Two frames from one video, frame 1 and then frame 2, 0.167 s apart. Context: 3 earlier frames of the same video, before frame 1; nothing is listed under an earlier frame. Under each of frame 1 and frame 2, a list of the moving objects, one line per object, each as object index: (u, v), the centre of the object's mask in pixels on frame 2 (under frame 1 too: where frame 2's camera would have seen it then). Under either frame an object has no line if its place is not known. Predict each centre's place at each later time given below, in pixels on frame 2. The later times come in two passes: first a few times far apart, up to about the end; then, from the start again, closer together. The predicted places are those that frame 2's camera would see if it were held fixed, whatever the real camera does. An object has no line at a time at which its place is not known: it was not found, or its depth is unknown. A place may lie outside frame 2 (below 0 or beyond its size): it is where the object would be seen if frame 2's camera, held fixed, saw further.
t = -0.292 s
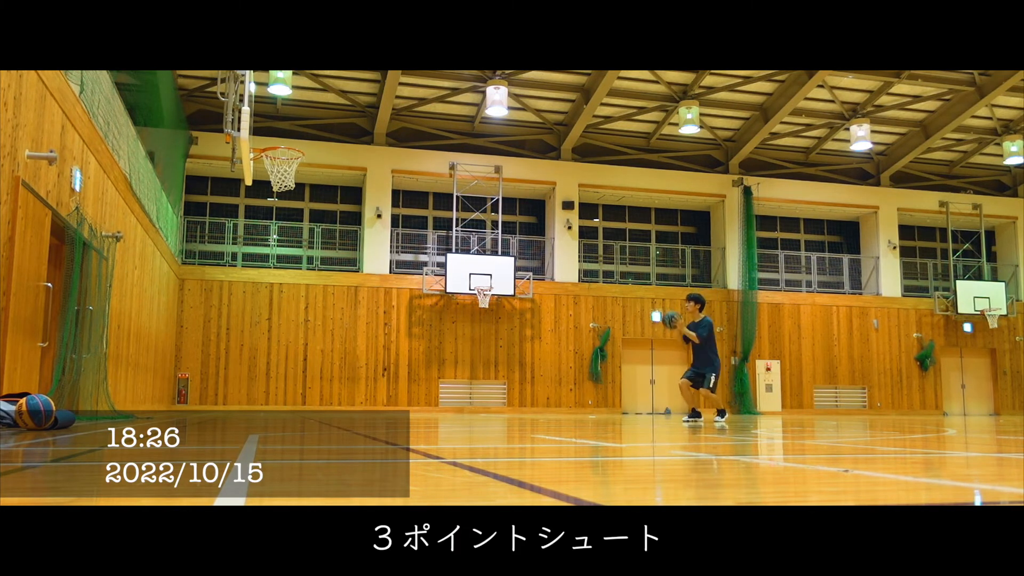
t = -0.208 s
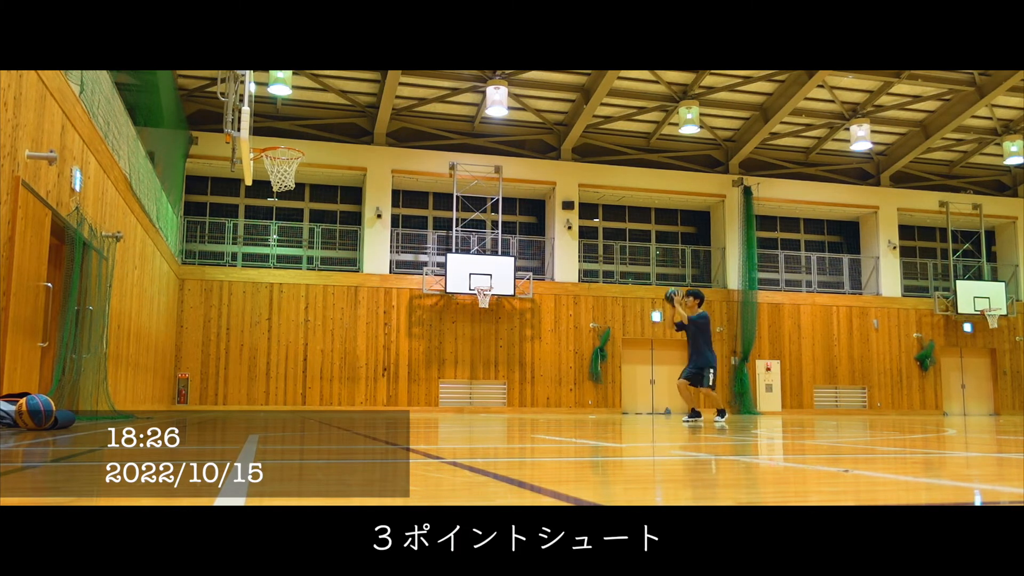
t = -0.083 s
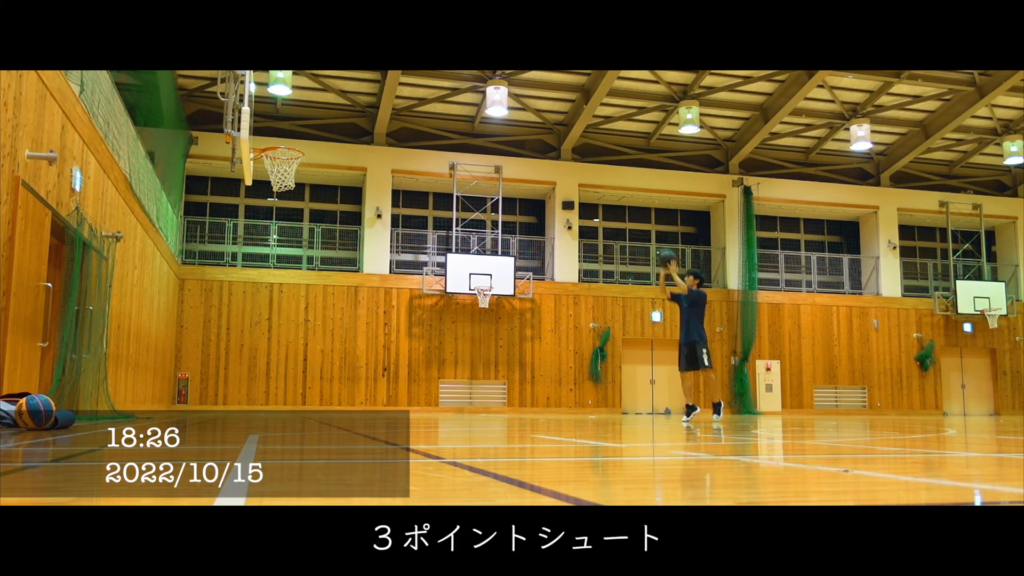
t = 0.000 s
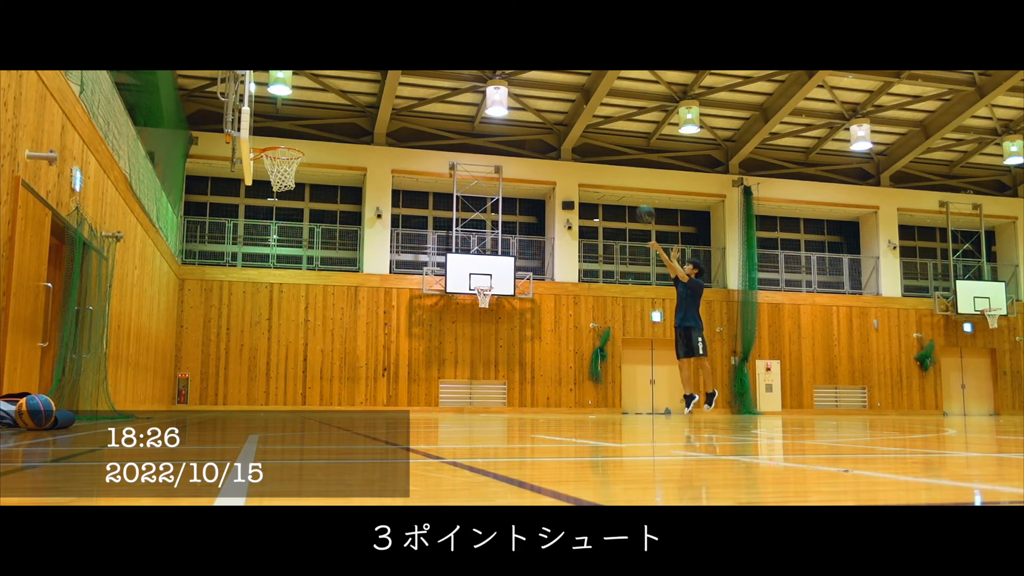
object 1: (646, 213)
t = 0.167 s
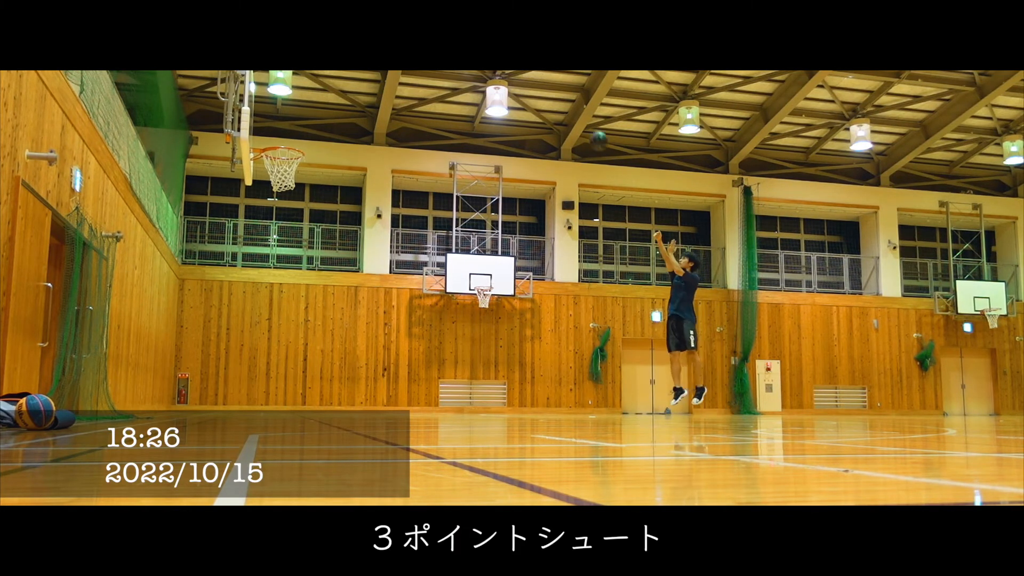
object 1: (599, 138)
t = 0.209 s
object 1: (587, 123)
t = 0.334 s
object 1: (551, 85)
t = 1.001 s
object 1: (353, 74)
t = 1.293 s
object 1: (273, 168)
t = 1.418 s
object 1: (282, 167)
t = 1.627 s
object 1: (287, 174)
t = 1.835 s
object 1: (279, 197)
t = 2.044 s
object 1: (270, 254)
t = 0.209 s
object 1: (587, 123)
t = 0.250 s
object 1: (575, 109)
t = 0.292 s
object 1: (563, 95)
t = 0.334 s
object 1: (551, 85)
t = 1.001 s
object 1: (353, 74)
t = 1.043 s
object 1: (340, 81)
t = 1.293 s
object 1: (273, 168)
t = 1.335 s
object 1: (273, 170)
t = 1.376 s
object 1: (276, 170)
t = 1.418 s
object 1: (282, 167)
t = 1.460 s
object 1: (283, 167)
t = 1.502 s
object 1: (286, 169)
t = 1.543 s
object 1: (287, 171)
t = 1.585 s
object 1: (288, 171)
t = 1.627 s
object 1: (287, 174)
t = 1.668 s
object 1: (286, 182)
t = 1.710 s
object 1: (286, 184)
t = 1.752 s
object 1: (282, 188)
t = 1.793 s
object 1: (281, 190)
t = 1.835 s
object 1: (279, 197)
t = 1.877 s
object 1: (277, 205)
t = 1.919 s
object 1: (277, 217)
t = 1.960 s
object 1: (274, 228)
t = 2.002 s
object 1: (272, 240)
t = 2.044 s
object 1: (270, 254)
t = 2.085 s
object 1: (268, 270)
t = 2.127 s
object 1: (266, 289)
